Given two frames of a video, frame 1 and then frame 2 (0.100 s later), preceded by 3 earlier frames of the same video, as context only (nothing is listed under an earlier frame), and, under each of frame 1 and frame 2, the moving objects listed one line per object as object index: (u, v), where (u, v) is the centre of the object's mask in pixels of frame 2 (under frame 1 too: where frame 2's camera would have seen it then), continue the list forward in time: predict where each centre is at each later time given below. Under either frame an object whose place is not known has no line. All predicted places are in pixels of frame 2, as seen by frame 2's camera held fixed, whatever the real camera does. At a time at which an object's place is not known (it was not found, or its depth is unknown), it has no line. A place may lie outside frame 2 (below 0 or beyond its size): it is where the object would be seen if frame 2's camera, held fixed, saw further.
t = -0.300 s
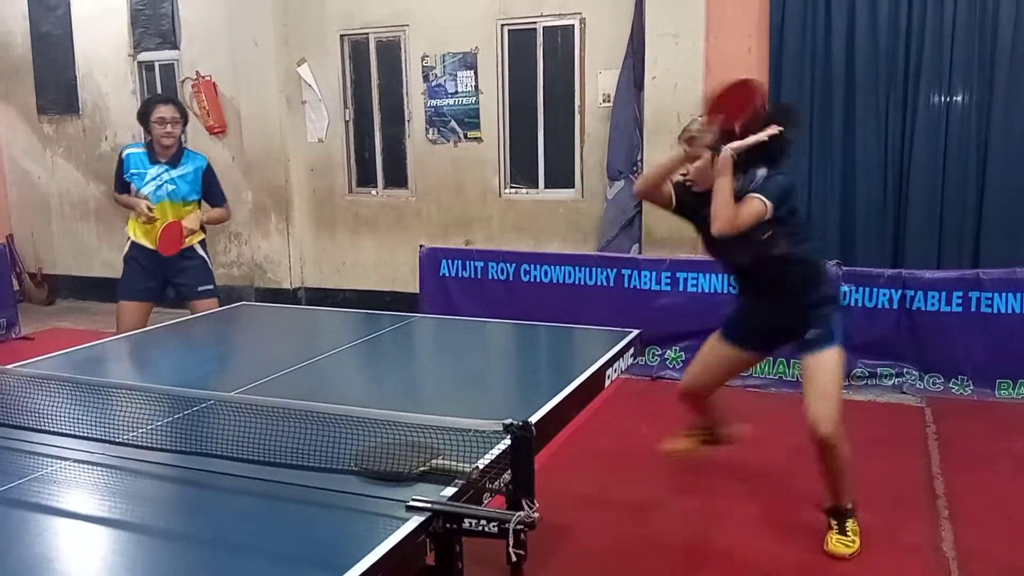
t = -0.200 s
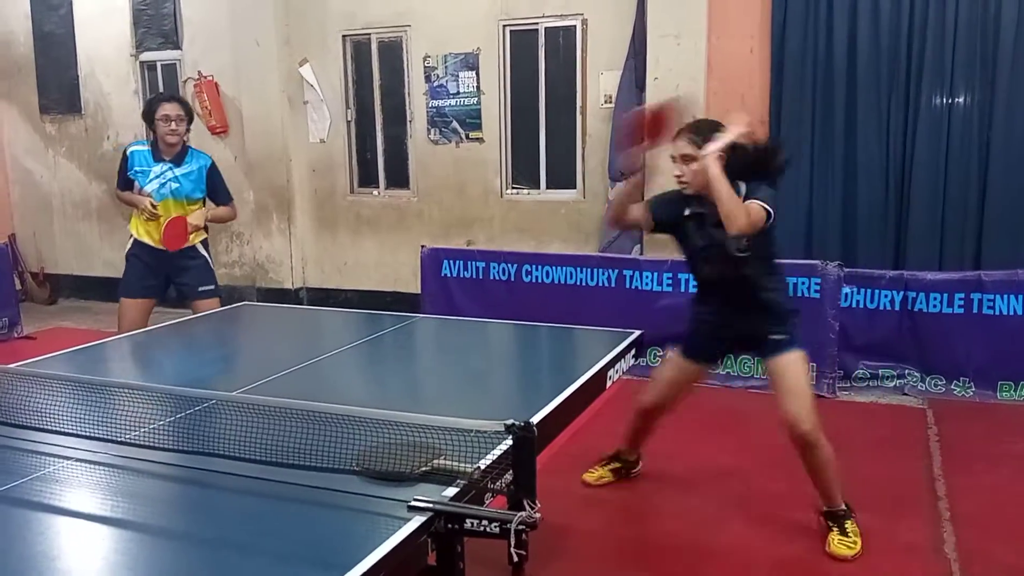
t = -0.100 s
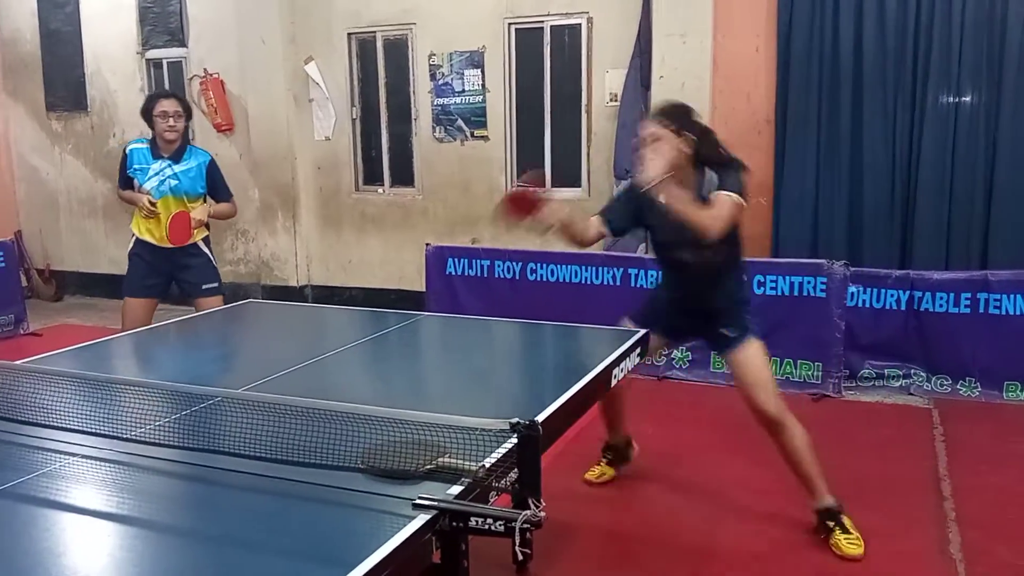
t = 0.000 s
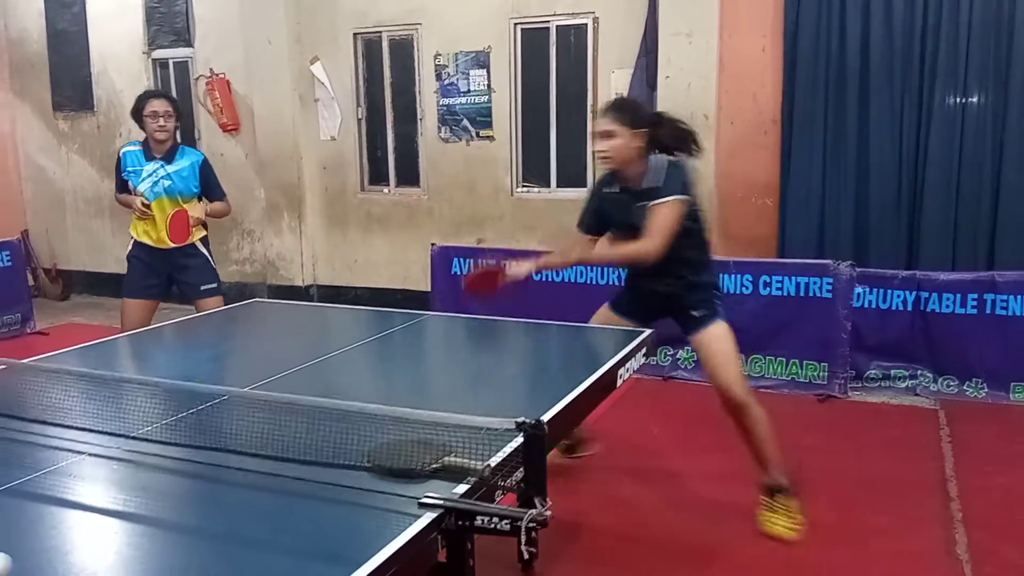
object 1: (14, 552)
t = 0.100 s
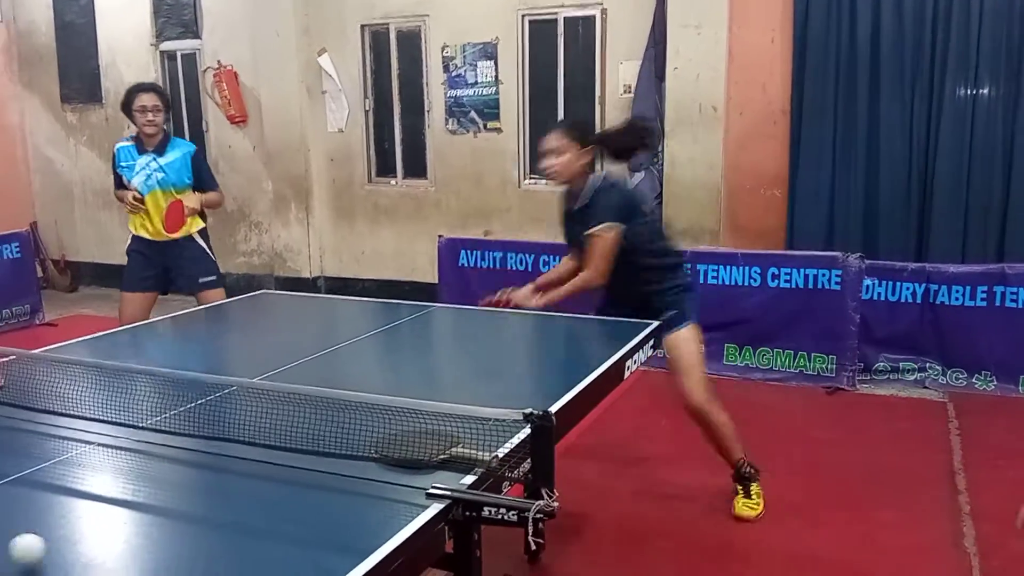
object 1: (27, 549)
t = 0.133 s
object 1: (35, 548)
